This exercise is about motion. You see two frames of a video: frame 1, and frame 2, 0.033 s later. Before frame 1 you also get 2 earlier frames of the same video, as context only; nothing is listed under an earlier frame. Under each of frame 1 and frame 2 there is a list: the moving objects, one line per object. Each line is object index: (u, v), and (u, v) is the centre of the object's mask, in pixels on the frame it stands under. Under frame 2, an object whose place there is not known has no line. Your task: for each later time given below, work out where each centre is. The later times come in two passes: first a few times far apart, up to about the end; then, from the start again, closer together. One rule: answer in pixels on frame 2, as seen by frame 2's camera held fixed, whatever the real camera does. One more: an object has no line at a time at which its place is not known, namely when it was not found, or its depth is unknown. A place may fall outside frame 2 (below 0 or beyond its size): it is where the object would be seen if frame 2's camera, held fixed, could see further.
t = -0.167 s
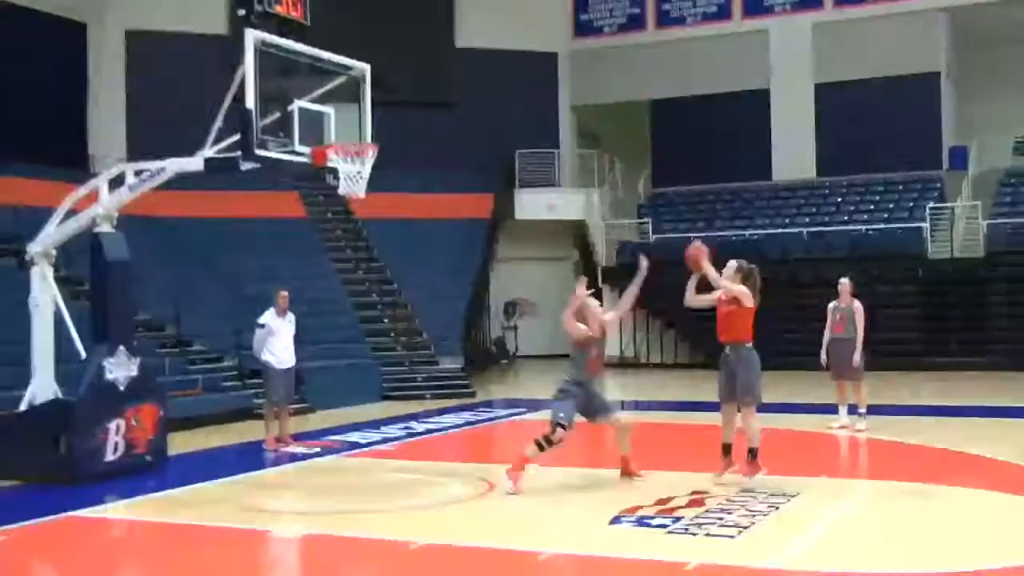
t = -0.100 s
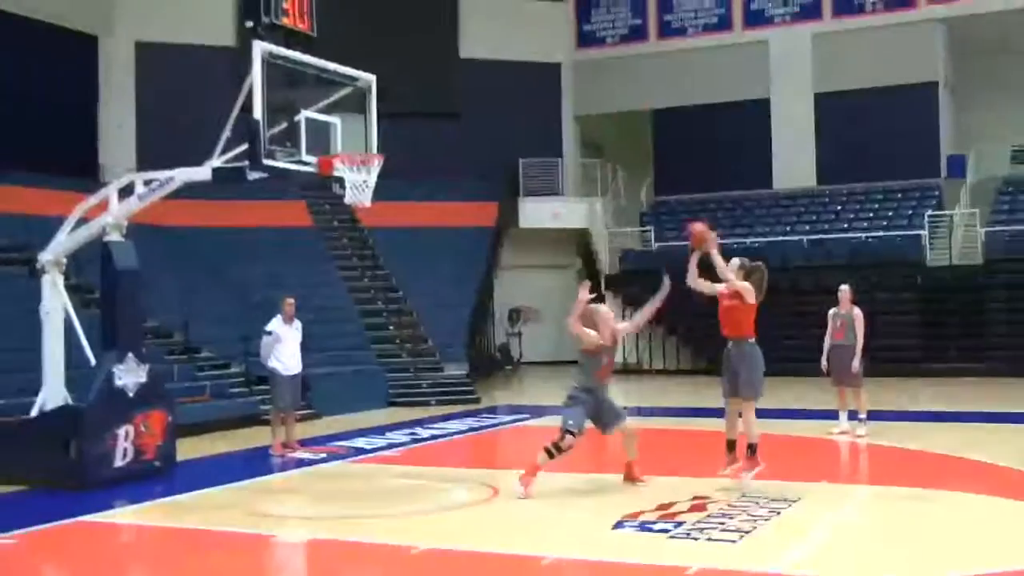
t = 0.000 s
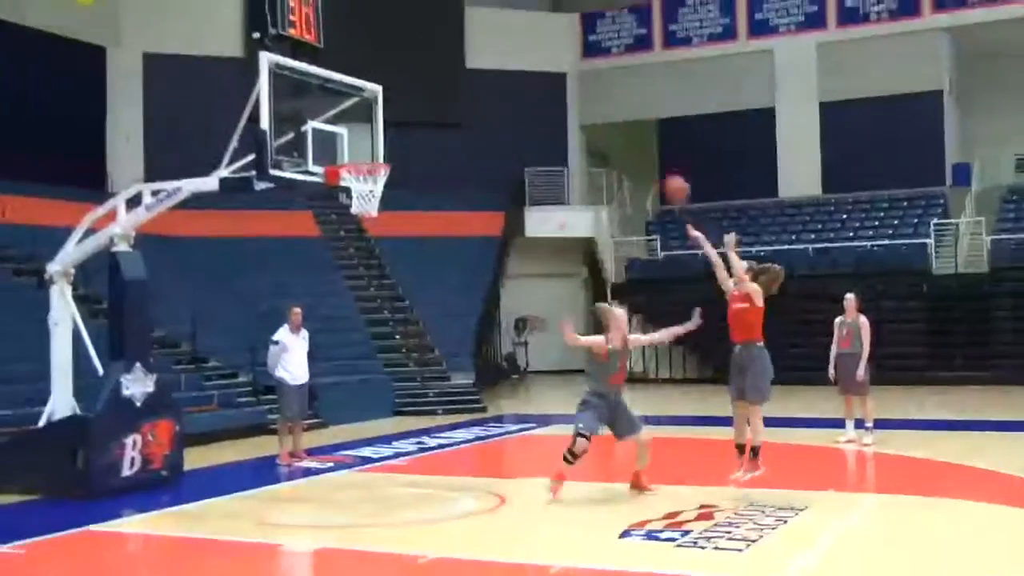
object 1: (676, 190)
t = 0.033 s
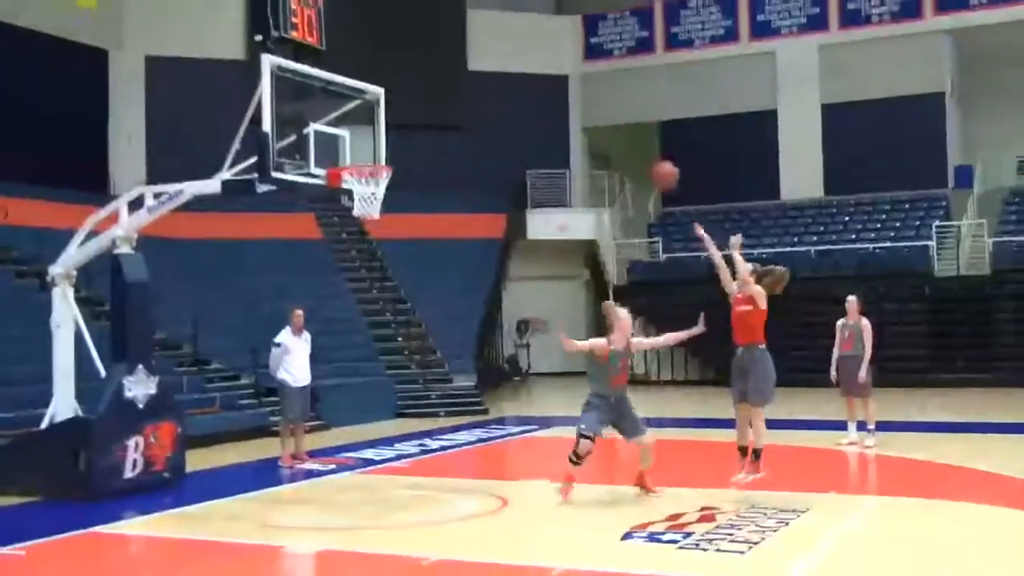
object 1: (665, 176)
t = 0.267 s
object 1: (579, 87)
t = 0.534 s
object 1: (487, 60)
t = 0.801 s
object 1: (396, 109)
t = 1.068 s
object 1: (370, 175)
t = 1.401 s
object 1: (352, 201)
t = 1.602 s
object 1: (352, 243)
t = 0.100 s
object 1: (641, 143)
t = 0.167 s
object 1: (618, 118)
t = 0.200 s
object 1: (605, 105)
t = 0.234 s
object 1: (594, 96)
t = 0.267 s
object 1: (579, 87)
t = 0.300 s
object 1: (568, 80)
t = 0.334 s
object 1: (556, 74)
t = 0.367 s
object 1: (544, 69)
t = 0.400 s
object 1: (532, 65)
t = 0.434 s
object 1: (521, 63)
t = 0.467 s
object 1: (509, 61)
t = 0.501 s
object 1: (498, 60)
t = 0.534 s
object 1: (487, 60)
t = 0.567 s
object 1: (474, 63)
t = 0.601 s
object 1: (463, 67)
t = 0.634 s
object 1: (451, 70)
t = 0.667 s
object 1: (440, 76)
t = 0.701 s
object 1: (428, 82)
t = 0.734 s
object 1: (417, 90)
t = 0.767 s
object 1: (406, 99)
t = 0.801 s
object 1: (396, 109)
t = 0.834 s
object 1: (385, 119)
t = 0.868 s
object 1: (372, 133)
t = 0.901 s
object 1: (362, 149)
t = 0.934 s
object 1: (350, 160)
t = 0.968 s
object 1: (357, 162)
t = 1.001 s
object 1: (367, 165)
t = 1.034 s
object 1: (369, 170)
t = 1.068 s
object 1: (370, 175)
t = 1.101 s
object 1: (370, 178)
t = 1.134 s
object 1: (369, 179)
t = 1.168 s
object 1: (368, 179)
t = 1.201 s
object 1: (364, 182)
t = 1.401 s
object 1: (352, 201)
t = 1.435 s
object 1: (353, 204)
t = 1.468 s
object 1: (352, 210)
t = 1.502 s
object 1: (352, 216)
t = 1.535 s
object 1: (353, 224)
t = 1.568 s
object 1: (353, 231)
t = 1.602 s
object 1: (352, 243)
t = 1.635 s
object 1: (353, 255)
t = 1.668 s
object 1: (352, 270)
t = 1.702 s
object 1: (352, 284)
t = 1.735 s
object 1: (353, 301)
